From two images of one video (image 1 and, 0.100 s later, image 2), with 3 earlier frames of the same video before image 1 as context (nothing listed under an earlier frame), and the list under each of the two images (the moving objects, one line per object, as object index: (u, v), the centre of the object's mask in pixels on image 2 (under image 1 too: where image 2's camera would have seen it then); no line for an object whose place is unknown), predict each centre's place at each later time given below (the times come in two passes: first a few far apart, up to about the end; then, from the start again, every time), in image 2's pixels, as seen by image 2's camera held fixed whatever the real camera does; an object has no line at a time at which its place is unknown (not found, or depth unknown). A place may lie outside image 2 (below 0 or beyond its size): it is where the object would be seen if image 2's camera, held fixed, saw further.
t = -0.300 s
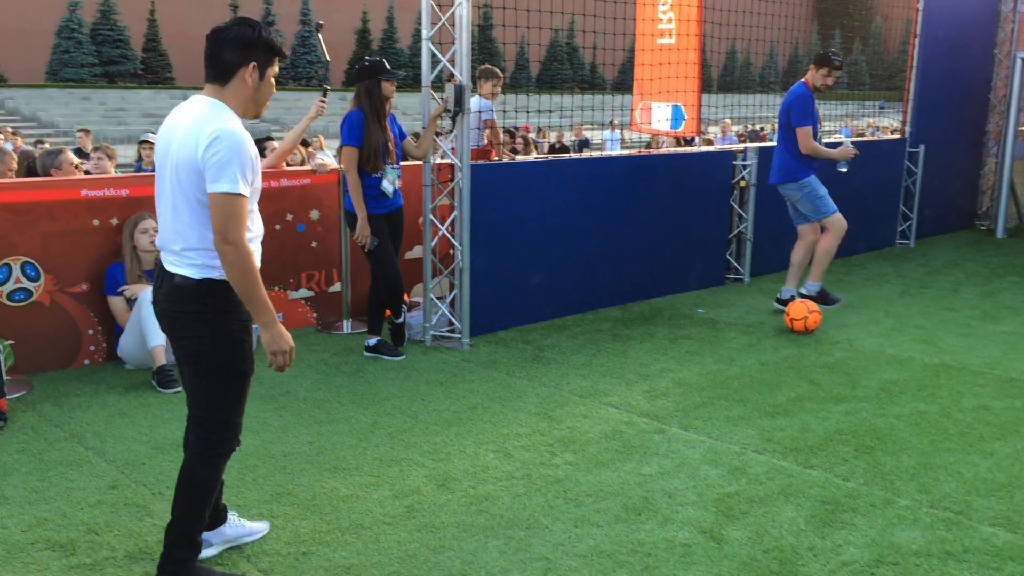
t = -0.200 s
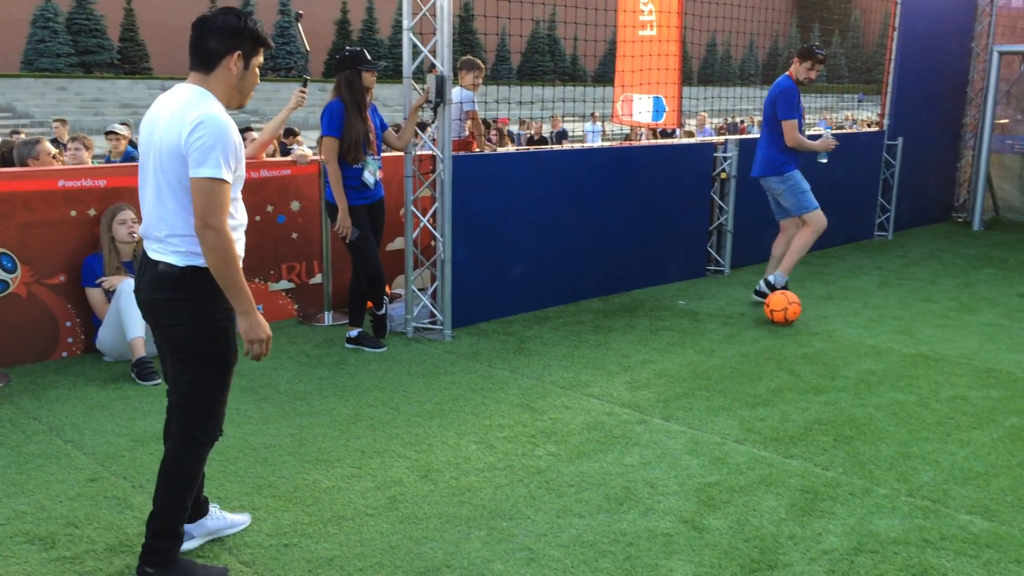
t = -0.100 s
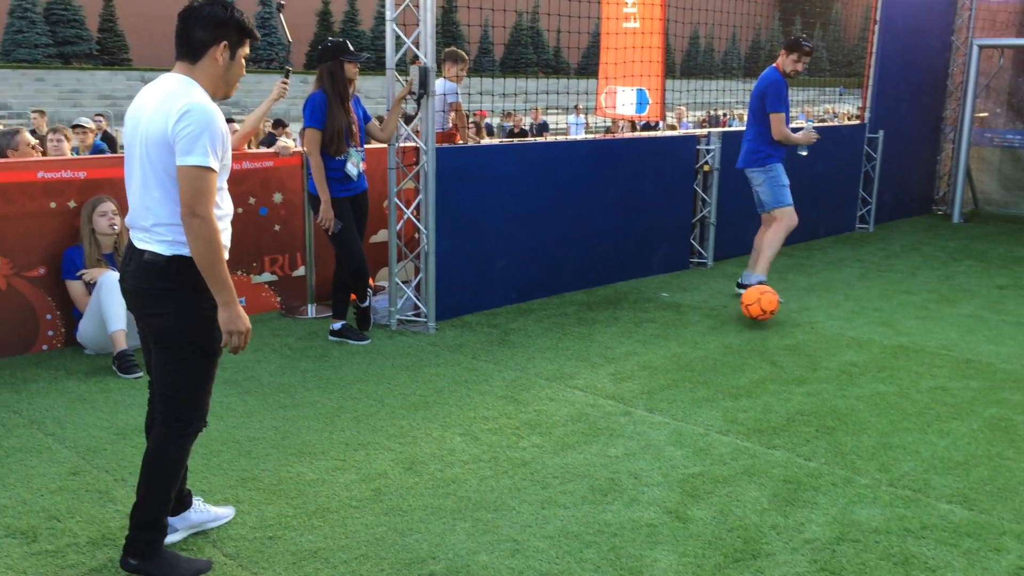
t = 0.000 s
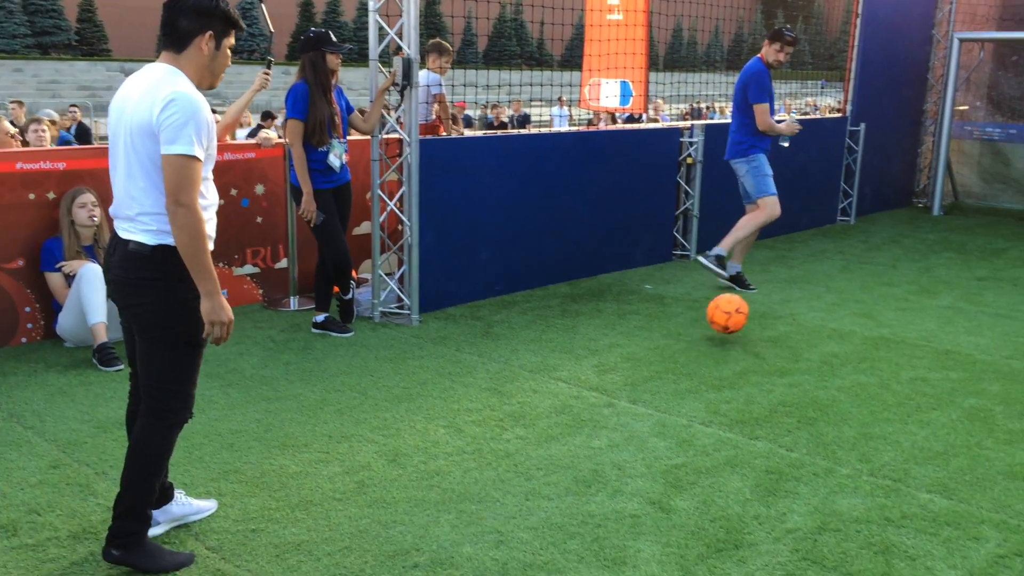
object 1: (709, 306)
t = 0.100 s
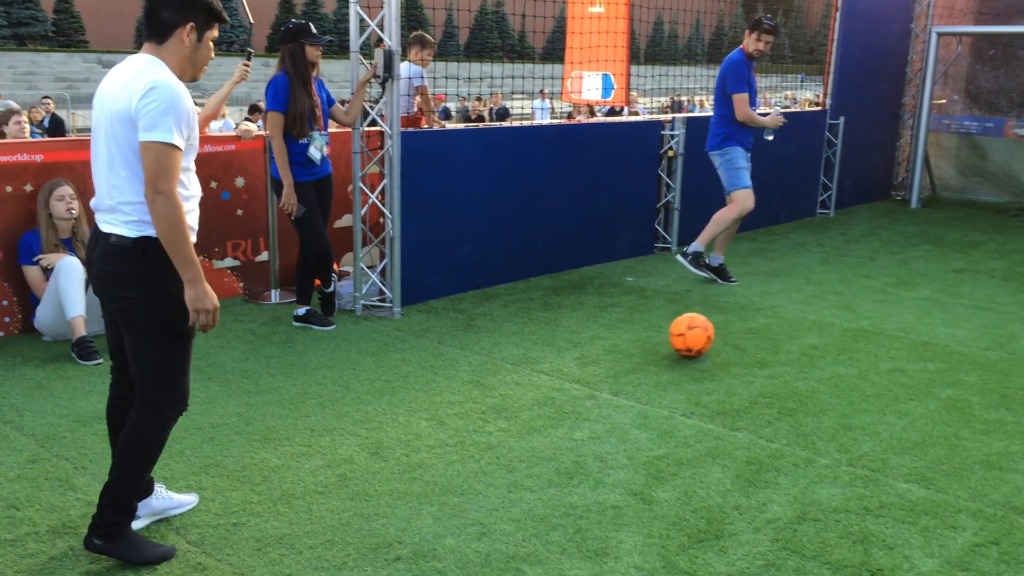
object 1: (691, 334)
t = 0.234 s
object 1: (665, 367)
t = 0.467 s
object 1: (607, 419)
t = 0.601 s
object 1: (566, 454)
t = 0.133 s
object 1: (686, 339)
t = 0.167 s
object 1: (679, 346)
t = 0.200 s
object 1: (672, 355)
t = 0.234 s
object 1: (665, 367)
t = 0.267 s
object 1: (657, 378)
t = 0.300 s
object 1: (650, 381)
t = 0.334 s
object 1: (642, 387)
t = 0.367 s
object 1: (633, 396)
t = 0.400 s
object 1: (624, 408)
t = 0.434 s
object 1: (615, 414)
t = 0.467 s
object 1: (607, 419)
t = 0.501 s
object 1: (598, 426)
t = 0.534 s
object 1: (587, 436)
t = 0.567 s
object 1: (577, 447)
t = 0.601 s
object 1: (566, 454)
